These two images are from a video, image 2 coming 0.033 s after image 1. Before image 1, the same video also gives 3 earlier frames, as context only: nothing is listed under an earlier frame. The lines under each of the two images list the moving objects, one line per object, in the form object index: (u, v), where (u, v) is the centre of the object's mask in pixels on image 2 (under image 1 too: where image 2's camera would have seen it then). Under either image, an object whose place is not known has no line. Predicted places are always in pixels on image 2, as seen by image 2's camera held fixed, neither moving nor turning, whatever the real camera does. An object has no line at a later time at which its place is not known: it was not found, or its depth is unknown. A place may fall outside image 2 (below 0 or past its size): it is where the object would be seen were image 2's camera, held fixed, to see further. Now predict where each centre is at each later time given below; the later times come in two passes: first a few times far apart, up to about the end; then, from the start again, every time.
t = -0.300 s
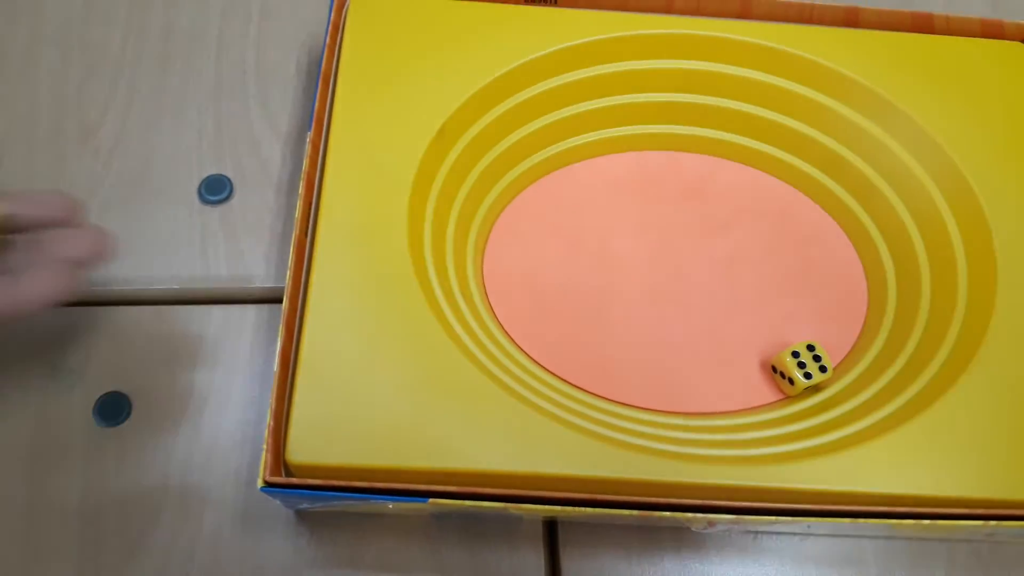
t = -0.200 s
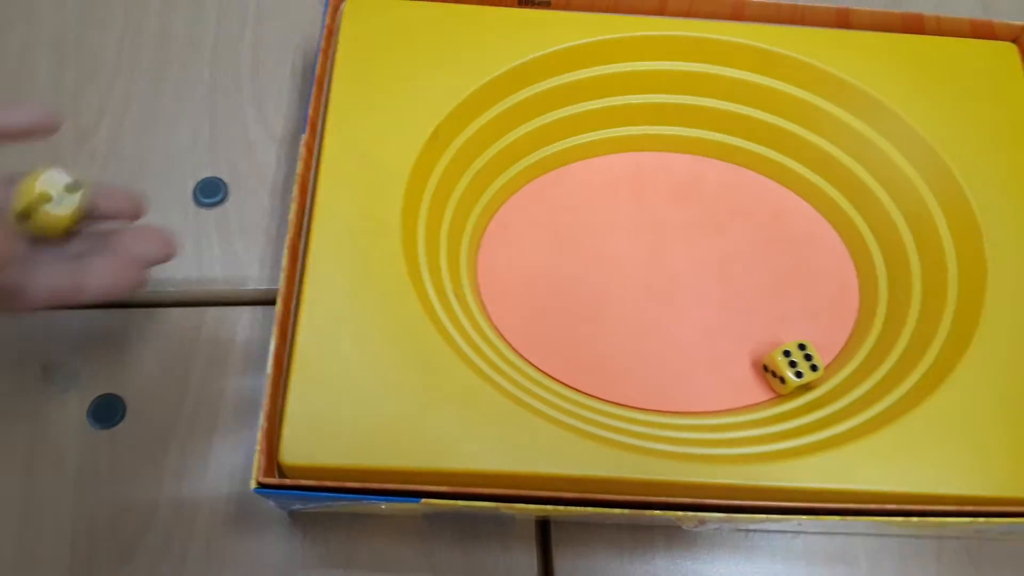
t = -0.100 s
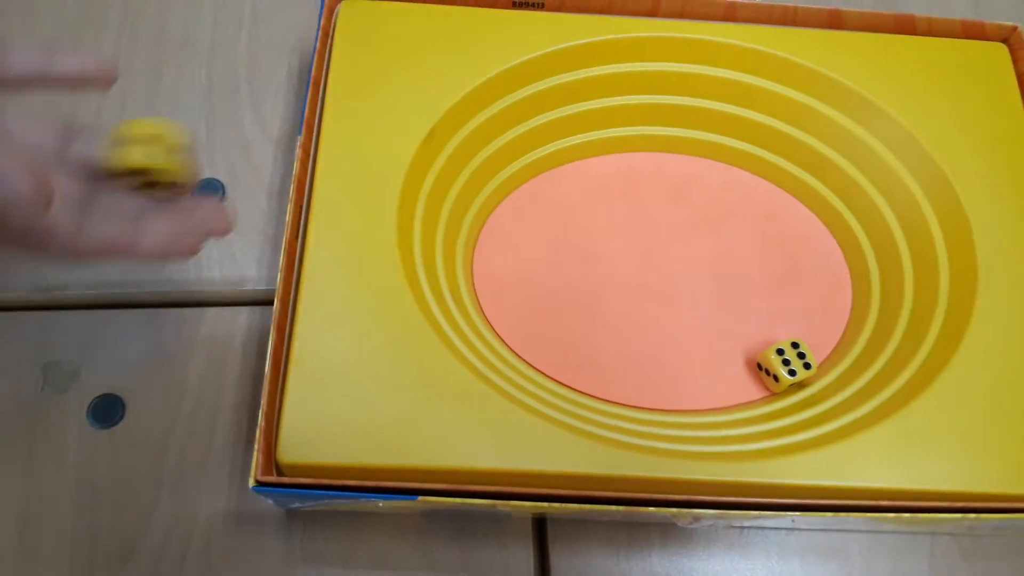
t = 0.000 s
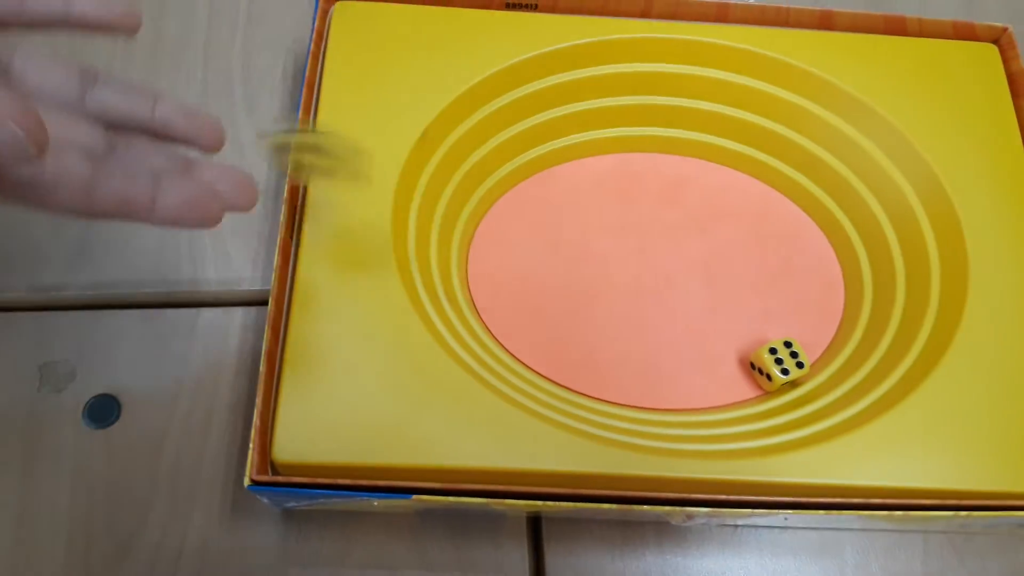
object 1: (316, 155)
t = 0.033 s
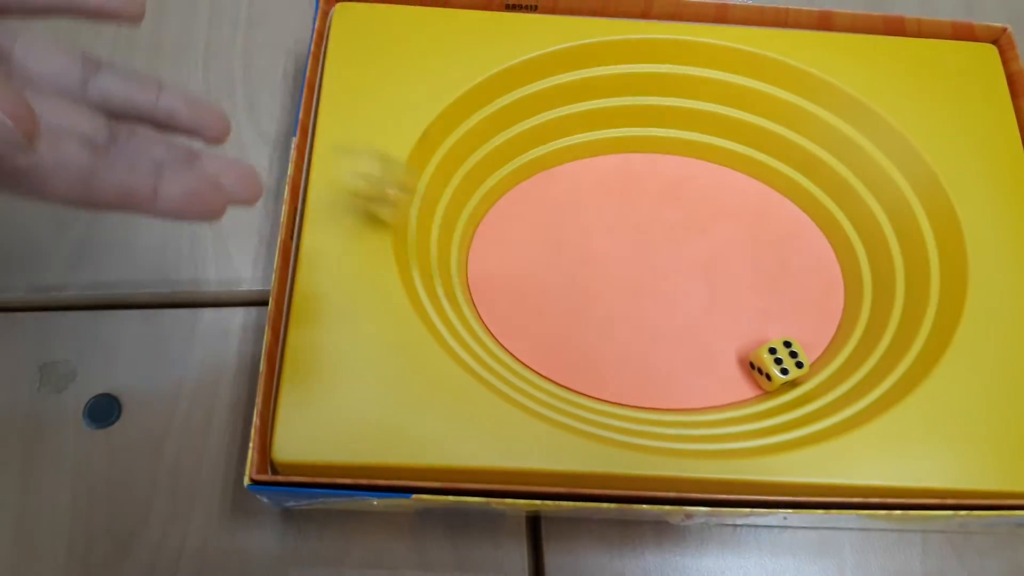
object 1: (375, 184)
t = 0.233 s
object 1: (753, 224)
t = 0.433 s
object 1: (814, 288)
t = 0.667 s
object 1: (704, 251)
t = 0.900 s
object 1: (742, 199)
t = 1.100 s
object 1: (795, 235)
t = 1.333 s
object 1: (787, 283)
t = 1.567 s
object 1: (762, 299)
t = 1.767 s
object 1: (791, 306)
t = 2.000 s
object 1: (791, 317)
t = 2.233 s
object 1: (791, 317)
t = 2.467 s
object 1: (791, 317)
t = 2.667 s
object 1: (791, 317)
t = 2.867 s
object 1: (791, 317)
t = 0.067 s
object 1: (441, 220)
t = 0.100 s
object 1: (505, 240)
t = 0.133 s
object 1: (568, 228)
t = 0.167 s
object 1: (631, 231)
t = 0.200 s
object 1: (692, 228)
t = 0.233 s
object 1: (753, 224)
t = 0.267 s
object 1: (811, 220)
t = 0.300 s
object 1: (842, 219)
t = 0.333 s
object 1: (854, 233)
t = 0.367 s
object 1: (857, 257)
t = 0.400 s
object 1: (839, 274)
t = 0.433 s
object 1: (814, 288)
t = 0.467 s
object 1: (790, 295)
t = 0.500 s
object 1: (770, 295)
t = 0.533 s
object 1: (751, 290)
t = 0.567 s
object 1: (733, 283)
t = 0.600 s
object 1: (721, 274)
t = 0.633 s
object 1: (711, 262)
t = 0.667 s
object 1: (704, 251)
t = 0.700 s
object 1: (705, 240)
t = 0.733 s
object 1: (707, 230)
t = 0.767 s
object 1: (711, 220)
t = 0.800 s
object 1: (718, 213)
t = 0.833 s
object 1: (726, 207)
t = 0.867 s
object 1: (734, 201)
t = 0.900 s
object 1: (742, 199)
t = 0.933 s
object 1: (752, 199)
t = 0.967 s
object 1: (762, 204)
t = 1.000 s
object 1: (772, 212)
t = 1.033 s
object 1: (782, 221)
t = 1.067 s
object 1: (789, 229)
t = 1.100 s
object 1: (795, 235)
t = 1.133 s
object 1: (799, 240)
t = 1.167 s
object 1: (800, 247)
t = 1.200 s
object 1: (799, 257)
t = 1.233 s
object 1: (797, 266)
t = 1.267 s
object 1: (791, 273)
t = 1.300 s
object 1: (788, 277)
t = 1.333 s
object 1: (787, 283)
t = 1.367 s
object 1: (784, 290)
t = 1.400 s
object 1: (777, 296)
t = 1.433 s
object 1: (769, 296)
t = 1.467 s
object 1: (765, 296)
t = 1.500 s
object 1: (763, 296)
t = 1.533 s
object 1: (762, 297)
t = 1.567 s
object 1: (762, 299)
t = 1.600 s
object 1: (763, 302)
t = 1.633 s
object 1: (765, 307)
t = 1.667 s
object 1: (769, 313)
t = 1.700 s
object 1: (779, 315)
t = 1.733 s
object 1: (787, 311)
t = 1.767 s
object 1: (791, 306)
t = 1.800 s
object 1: (792, 308)
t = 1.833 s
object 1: (792, 313)
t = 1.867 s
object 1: (792, 317)
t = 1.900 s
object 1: (791, 317)
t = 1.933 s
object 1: (791, 317)
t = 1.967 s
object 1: (791, 317)
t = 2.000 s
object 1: (791, 317)
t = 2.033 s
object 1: (791, 317)
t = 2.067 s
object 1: (791, 317)
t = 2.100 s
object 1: (791, 317)
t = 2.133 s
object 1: (791, 317)
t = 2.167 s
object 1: (791, 317)
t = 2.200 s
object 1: (791, 317)
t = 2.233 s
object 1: (791, 317)
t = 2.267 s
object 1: (791, 317)
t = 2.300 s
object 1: (791, 317)
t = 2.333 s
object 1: (790, 317)
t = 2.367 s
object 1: (791, 317)
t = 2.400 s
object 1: (791, 317)
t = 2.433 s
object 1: (791, 317)
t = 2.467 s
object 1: (791, 317)
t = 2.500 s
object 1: (791, 317)
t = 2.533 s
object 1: (791, 317)
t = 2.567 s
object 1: (790, 317)
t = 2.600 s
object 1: (791, 317)
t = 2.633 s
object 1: (790, 317)
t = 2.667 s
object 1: (791, 317)
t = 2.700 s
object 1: (790, 317)
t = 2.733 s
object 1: (791, 317)
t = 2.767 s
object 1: (791, 316)
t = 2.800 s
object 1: (791, 317)
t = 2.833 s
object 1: (791, 317)
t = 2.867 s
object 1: (791, 317)
